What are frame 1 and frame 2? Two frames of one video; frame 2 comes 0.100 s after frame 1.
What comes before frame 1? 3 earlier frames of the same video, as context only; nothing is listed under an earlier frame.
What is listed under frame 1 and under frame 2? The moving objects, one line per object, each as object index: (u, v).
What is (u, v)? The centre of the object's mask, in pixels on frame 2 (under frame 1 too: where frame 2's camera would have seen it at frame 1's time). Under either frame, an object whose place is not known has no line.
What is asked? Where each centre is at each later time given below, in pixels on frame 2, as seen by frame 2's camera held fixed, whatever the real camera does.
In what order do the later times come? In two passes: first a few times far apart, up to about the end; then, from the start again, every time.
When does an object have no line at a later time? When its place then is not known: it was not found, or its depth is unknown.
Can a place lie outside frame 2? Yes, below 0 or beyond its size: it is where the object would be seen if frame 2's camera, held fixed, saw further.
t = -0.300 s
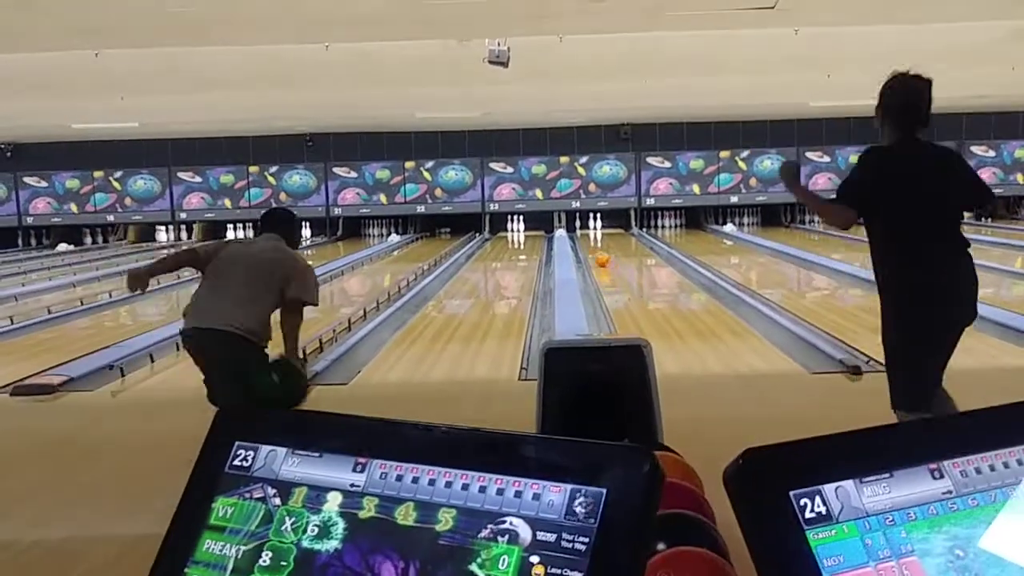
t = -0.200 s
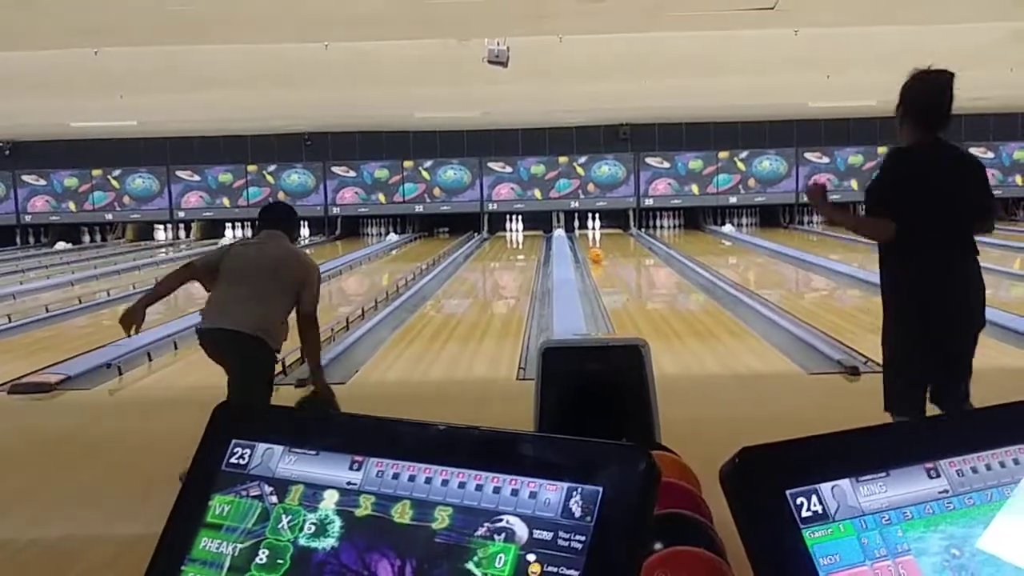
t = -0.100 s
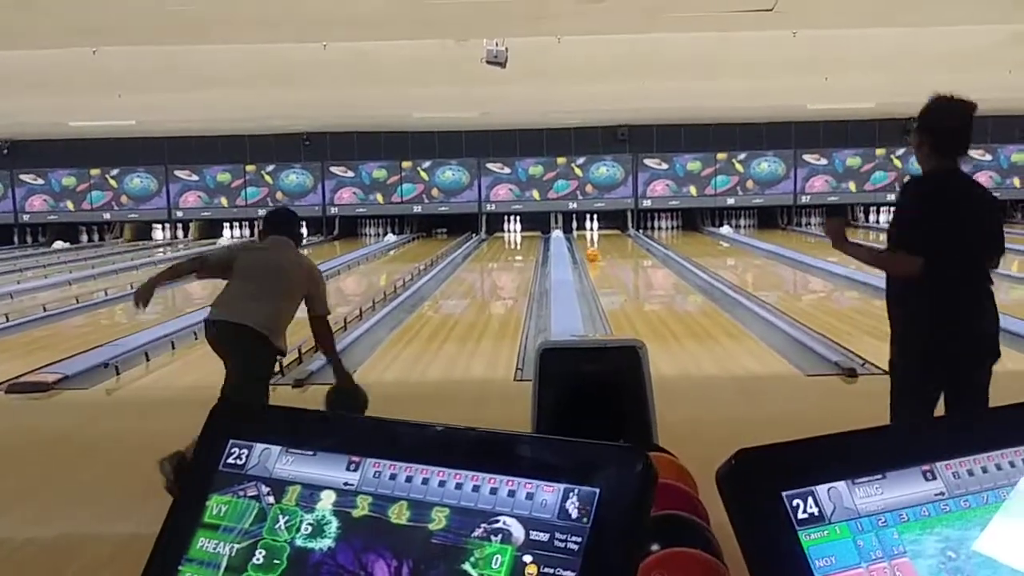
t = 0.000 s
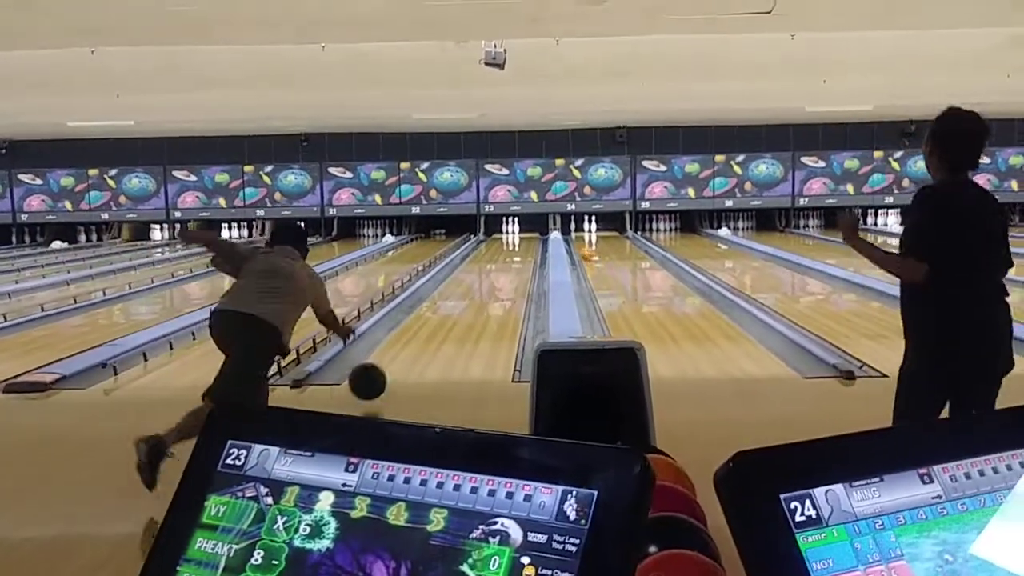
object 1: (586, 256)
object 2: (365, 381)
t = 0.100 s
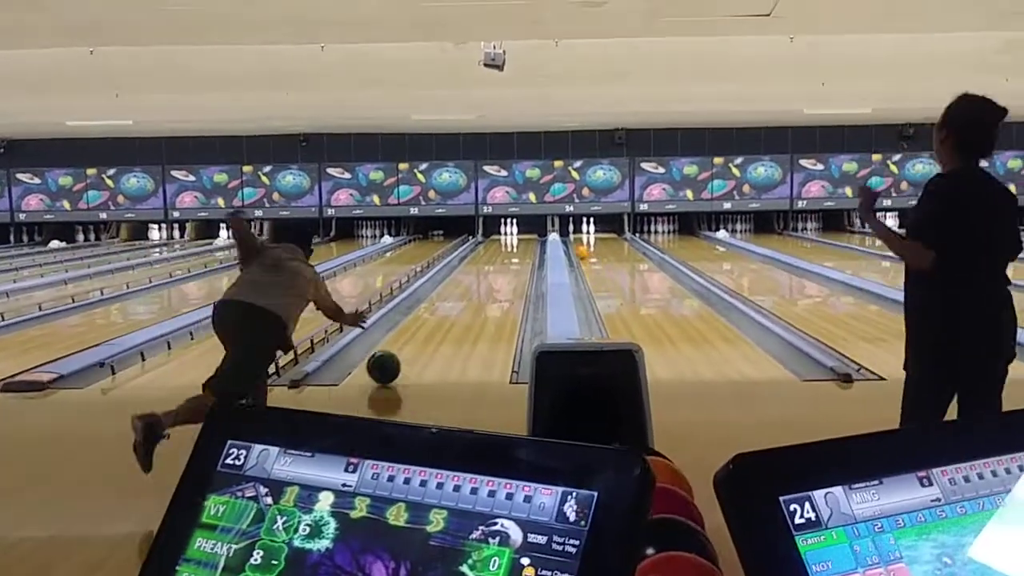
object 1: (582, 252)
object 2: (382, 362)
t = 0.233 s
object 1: (579, 250)
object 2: (402, 342)
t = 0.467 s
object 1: (574, 246)
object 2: (426, 316)
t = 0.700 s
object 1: (568, 244)
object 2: (444, 297)
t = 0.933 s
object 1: (567, 242)
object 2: (457, 282)
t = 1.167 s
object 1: (566, 239)
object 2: (467, 271)
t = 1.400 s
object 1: (565, 236)
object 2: (474, 262)
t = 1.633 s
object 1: (564, 234)
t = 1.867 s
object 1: (564, 232)
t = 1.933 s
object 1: (564, 232)
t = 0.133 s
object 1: (581, 252)
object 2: (388, 356)
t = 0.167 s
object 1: (580, 251)
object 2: (393, 352)
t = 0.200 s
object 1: (579, 250)
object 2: (398, 347)
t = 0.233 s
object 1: (579, 250)
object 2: (402, 342)
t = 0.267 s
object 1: (579, 250)
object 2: (406, 338)
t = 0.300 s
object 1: (578, 248)
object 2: (410, 333)
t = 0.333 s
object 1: (577, 248)
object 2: (414, 329)
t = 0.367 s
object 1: (577, 248)
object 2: (417, 325)
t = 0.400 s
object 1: (576, 246)
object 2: (420, 322)
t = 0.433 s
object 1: (576, 246)
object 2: (423, 319)
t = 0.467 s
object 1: (574, 246)
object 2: (426, 316)
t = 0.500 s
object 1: (574, 245)
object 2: (429, 313)
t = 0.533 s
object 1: (572, 245)
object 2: (432, 310)
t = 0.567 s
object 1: (572, 245)
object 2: (435, 307)
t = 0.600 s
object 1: (569, 245)
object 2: (437, 304)
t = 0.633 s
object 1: (569, 245)
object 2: (440, 302)
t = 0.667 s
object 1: (568, 245)
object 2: (442, 299)
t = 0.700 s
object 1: (568, 244)
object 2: (444, 297)
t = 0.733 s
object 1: (568, 243)
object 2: (446, 295)
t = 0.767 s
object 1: (568, 243)
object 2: (448, 292)
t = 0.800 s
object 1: (568, 243)
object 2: (450, 290)
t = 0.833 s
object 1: (567, 243)
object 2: (452, 288)
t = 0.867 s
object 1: (567, 243)
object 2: (453, 286)
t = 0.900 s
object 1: (567, 242)
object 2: (455, 284)
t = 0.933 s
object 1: (567, 242)
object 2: (457, 282)
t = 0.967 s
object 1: (567, 241)
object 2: (458, 280)
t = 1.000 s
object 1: (567, 241)
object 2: (460, 279)
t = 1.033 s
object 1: (566, 240)
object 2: (461, 278)
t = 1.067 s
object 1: (566, 240)
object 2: (462, 276)
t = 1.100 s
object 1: (566, 239)
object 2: (464, 275)
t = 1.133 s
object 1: (566, 239)
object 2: (465, 273)
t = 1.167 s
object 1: (566, 239)
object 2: (467, 271)
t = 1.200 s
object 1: (565, 238)
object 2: (468, 270)
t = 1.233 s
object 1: (565, 238)
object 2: (469, 269)
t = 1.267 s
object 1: (565, 238)
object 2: (470, 267)
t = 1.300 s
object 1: (565, 238)
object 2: (471, 266)
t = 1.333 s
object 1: (565, 237)
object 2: (472, 265)
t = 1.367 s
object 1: (565, 237)
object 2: (473, 264)
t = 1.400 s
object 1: (565, 236)
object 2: (474, 262)
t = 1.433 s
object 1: (565, 236)
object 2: (475, 262)
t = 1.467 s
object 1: (564, 235)
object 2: (476, 261)
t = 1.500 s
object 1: (564, 235)
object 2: (478, 259)
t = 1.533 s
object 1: (564, 235)
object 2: (479, 257)
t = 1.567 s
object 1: (564, 234)
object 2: (479, 256)
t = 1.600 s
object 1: (564, 234)
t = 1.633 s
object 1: (564, 234)
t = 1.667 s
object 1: (564, 233)
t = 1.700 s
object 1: (565, 233)
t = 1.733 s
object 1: (564, 233)
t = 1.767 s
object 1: (565, 233)
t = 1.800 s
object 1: (564, 233)
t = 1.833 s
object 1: (564, 233)
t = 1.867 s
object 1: (564, 232)
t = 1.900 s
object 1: (564, 232)
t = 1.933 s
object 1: (564, 232)
